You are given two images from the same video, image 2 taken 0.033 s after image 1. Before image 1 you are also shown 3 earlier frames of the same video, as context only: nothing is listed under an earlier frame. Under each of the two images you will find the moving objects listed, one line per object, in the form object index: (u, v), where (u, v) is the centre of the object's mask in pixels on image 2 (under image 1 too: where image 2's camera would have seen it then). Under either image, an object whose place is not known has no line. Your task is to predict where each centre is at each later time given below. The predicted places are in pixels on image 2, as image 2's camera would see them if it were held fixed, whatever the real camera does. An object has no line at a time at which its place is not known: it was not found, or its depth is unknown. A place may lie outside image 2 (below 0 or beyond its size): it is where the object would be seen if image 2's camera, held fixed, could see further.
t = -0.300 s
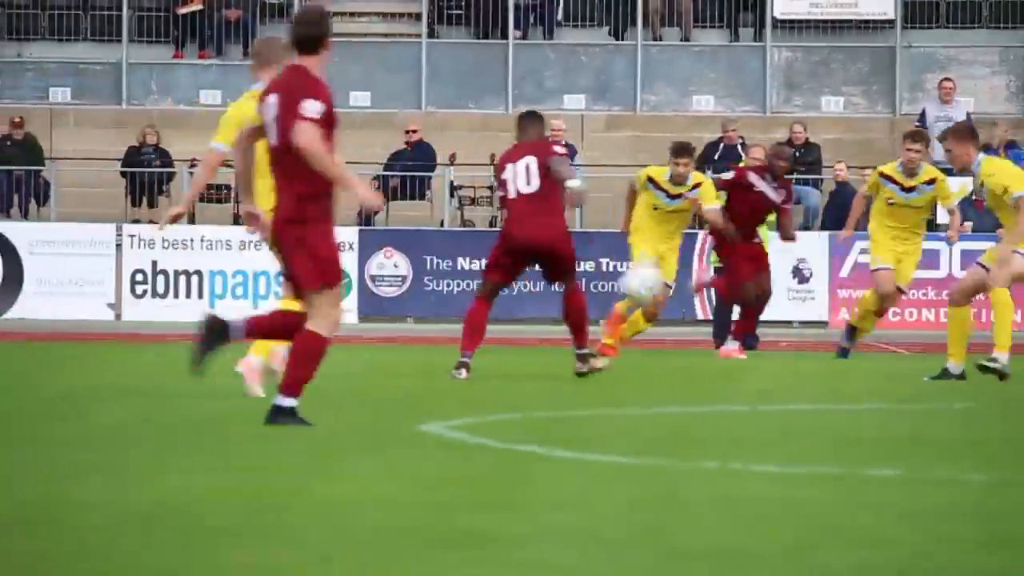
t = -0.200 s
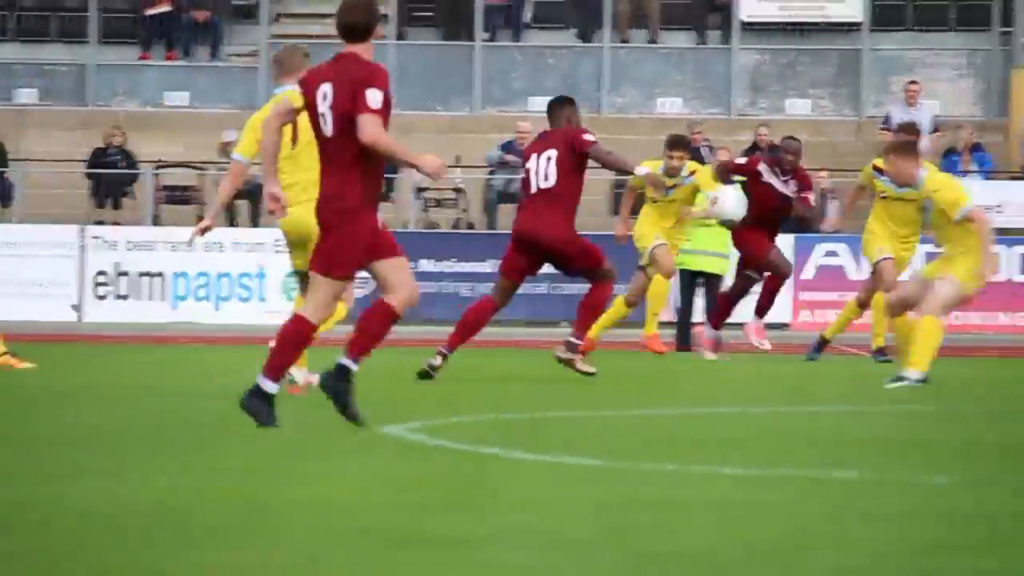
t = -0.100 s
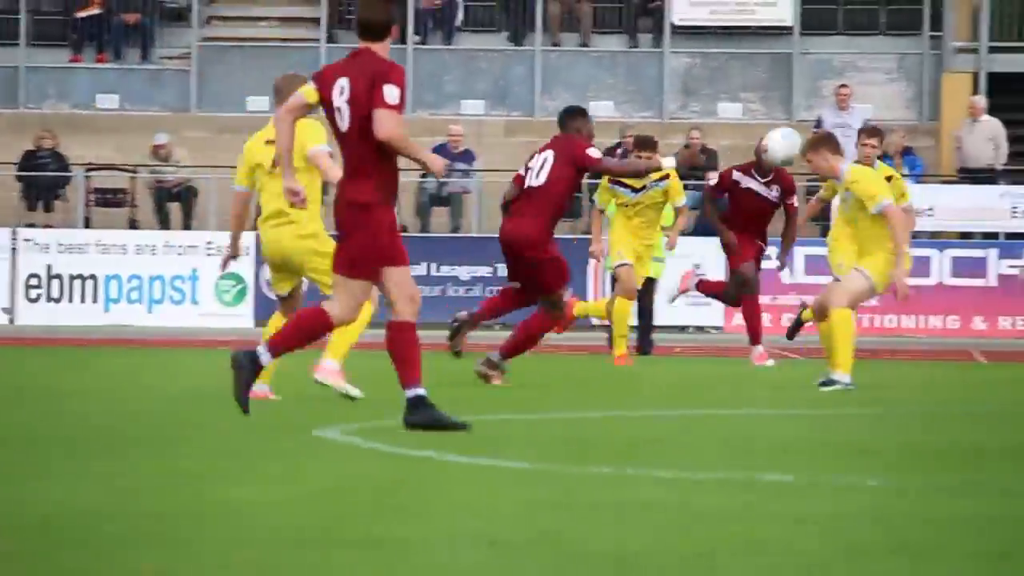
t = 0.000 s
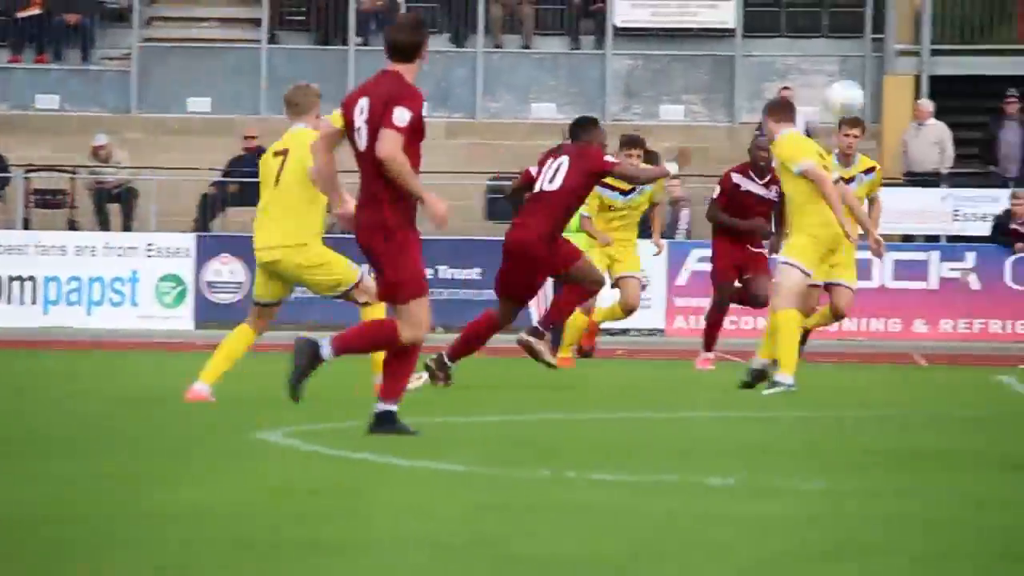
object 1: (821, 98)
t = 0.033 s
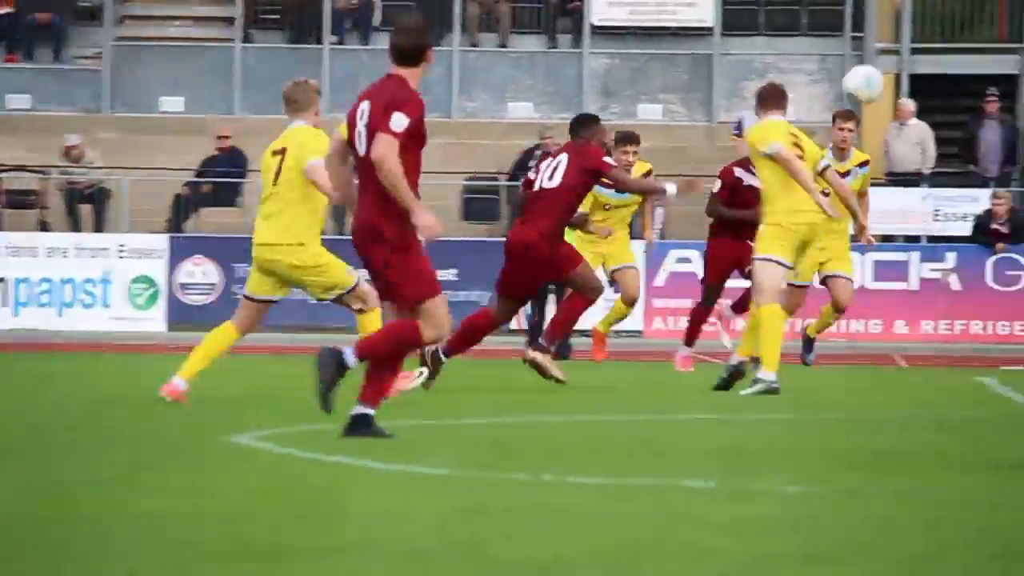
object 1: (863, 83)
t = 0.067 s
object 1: (906, 69)
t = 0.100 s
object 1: (948, 59)
